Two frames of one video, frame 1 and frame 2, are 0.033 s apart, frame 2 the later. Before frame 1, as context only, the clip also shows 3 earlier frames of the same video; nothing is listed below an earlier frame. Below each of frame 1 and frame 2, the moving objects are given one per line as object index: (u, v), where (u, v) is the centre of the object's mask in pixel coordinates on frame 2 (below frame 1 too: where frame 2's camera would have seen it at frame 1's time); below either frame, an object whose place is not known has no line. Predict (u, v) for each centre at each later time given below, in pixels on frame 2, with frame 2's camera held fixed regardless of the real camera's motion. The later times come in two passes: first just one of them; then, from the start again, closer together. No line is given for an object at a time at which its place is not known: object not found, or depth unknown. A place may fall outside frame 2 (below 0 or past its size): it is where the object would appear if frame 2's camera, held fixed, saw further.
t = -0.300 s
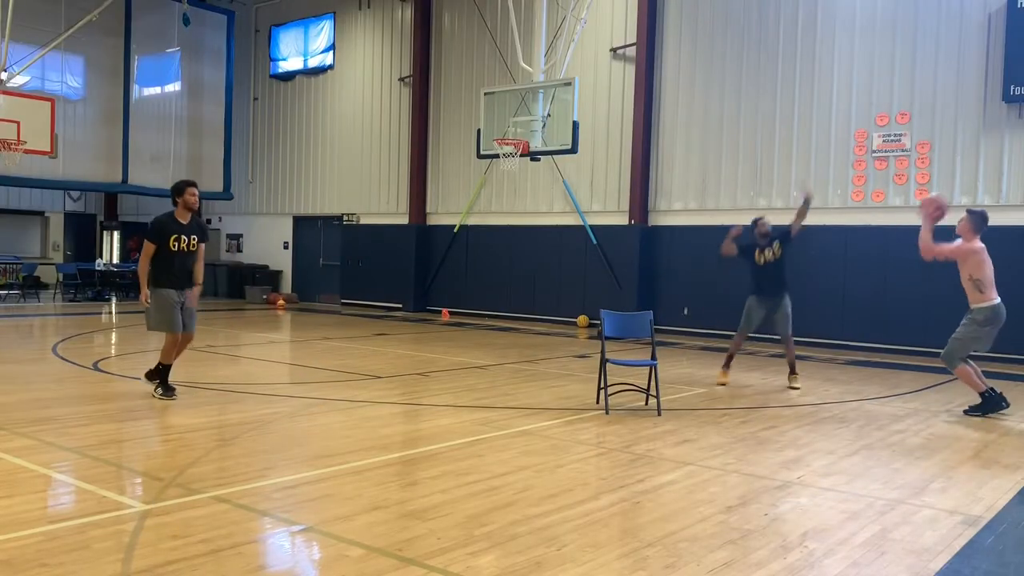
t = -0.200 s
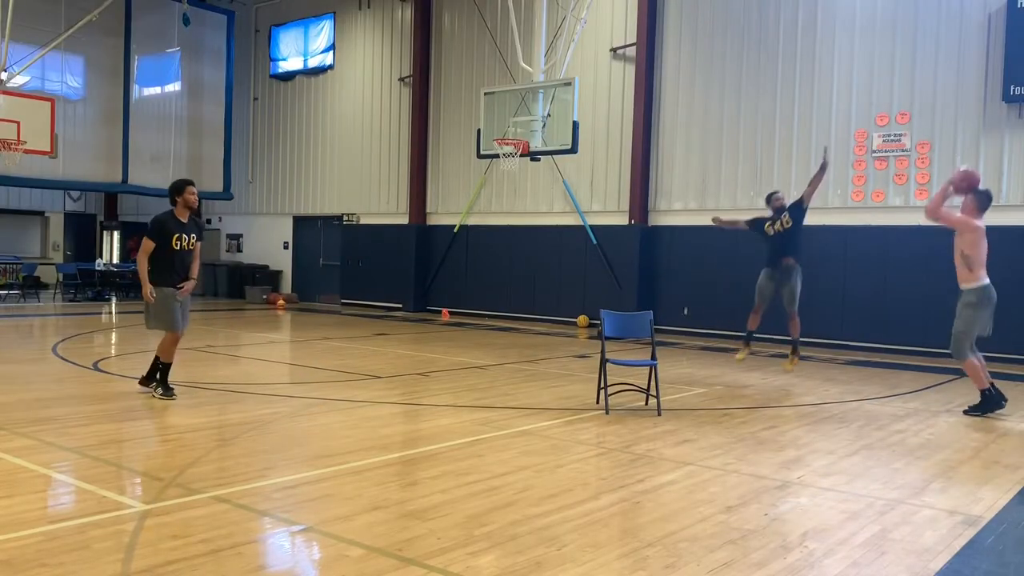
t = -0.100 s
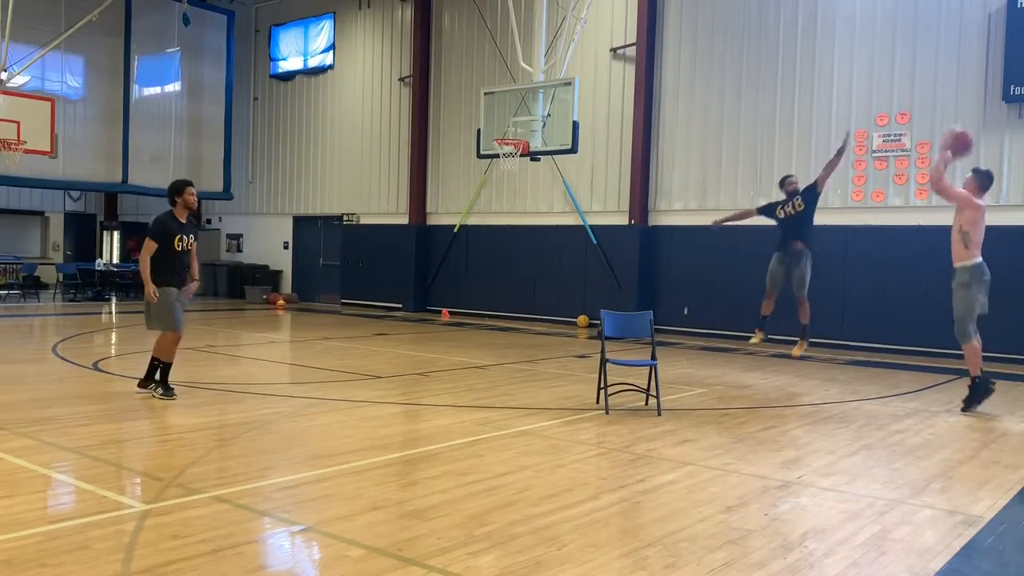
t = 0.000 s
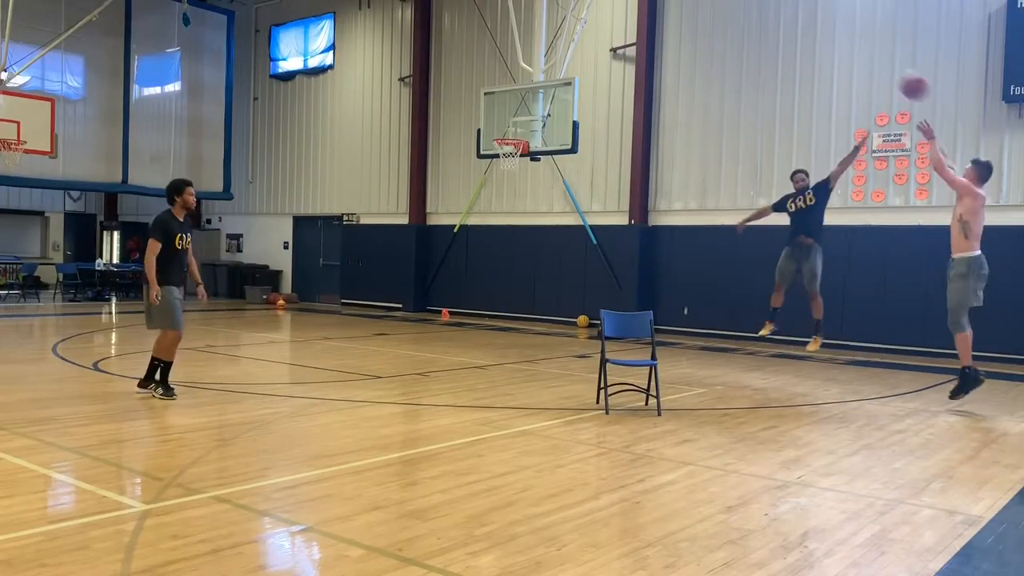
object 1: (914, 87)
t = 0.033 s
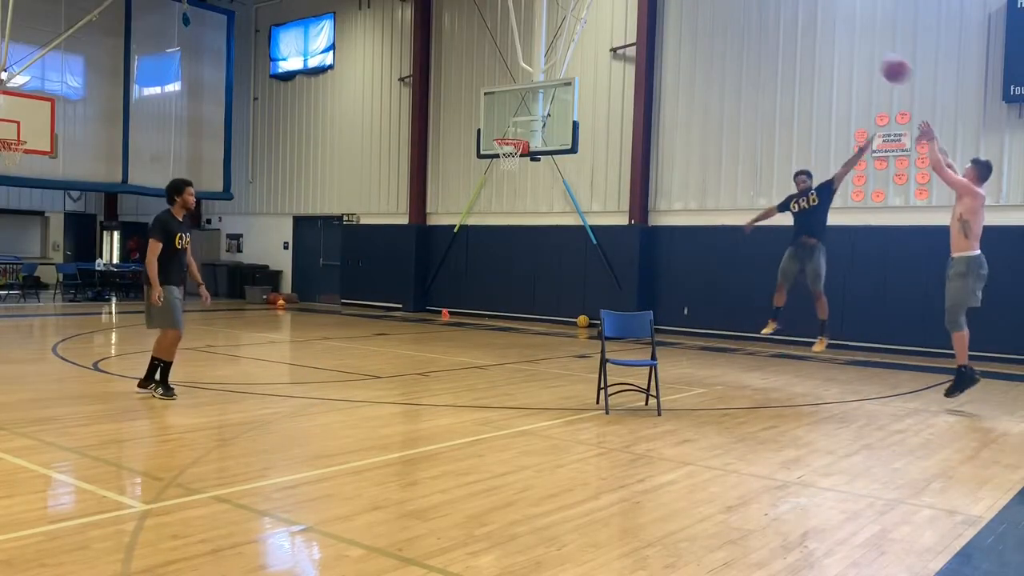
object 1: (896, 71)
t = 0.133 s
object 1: (843, 31)
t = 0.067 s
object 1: (877, 55)
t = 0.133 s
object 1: (843, 31)
